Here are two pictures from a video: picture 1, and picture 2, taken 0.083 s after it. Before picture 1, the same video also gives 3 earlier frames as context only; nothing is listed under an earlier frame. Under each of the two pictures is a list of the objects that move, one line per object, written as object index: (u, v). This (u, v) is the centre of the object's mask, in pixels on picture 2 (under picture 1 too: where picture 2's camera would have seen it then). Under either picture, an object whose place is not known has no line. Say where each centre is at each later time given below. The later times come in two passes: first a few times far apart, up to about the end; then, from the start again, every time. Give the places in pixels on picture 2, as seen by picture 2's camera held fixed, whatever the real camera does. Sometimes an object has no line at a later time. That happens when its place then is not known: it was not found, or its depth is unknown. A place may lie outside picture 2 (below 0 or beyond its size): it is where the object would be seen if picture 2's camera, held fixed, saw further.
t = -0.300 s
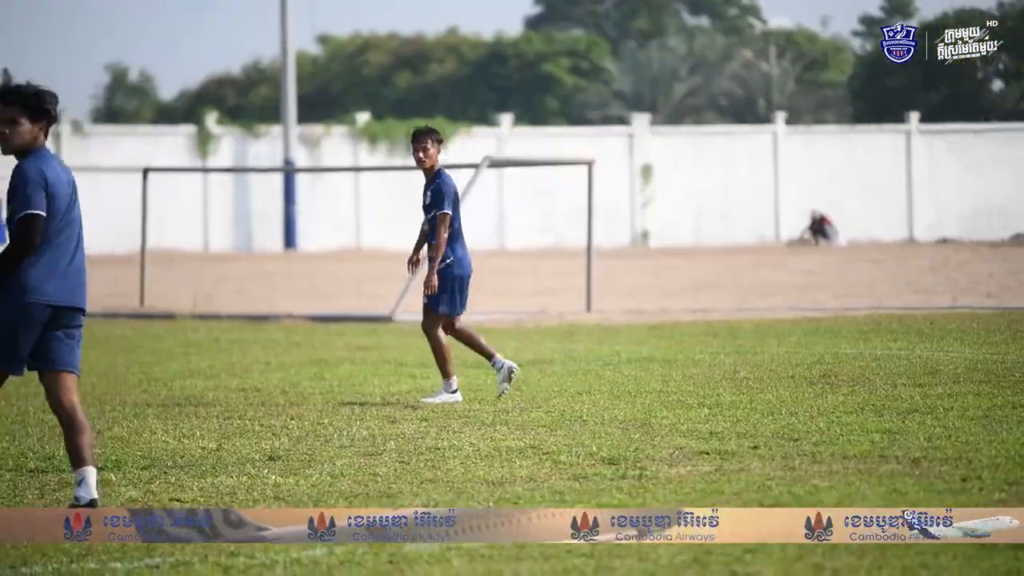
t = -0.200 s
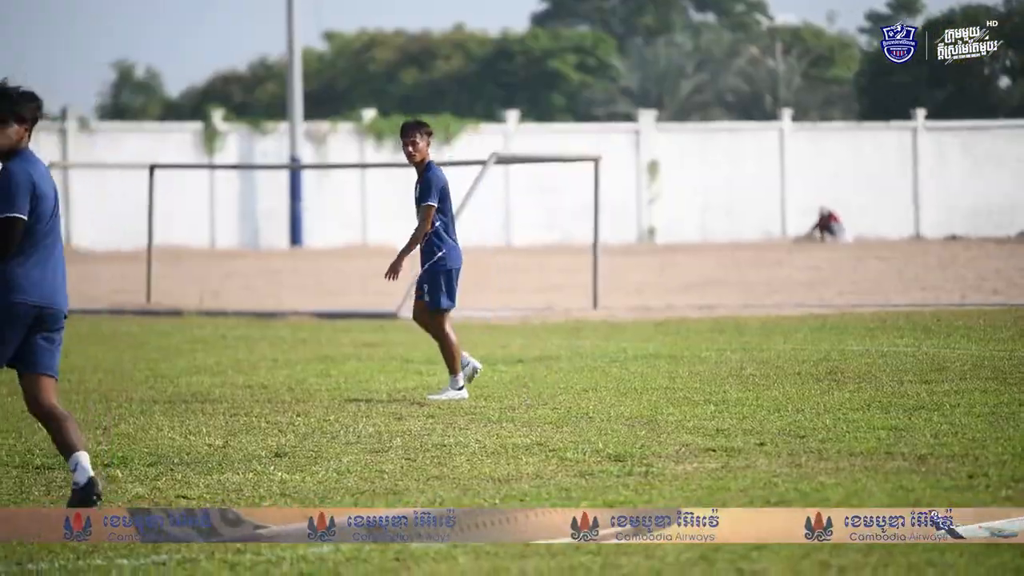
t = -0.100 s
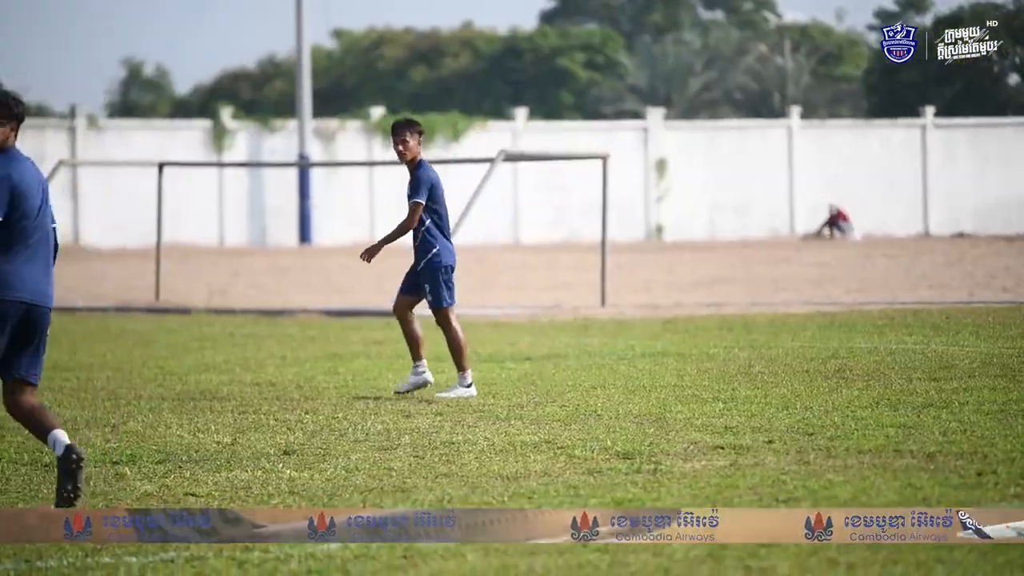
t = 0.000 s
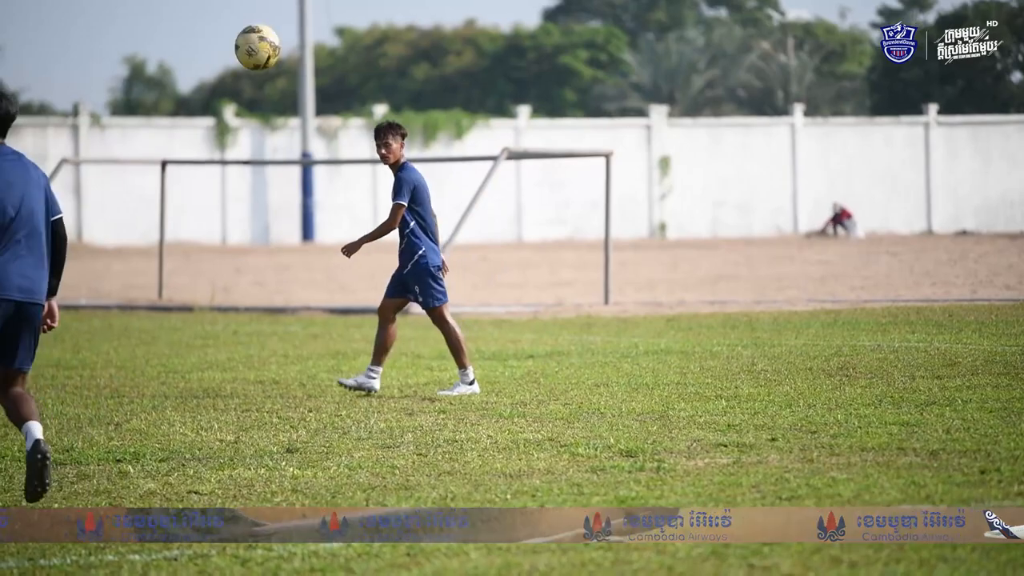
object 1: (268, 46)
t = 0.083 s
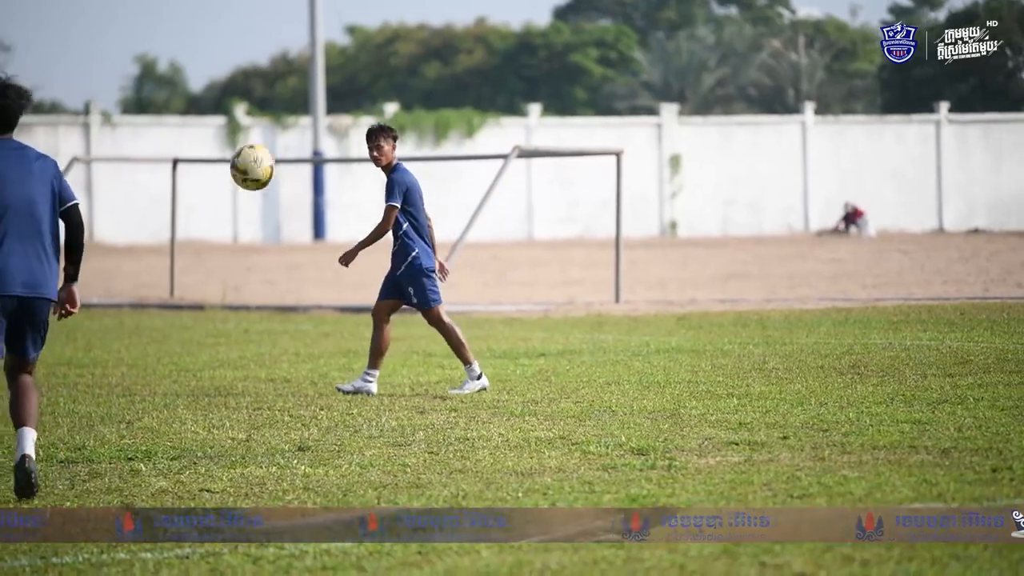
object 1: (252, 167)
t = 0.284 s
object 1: (227, 380)
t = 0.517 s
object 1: (236, 189)
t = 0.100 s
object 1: (249, 193)
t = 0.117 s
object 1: (246, 220)
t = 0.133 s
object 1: (243, 247)
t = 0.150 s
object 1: (240, 275)
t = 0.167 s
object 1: (237, 304)
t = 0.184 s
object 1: (235, 332)
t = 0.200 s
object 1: (231, 362)
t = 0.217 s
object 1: (228, 392)
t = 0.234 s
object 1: (226, 422)
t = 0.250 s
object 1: (225, 416)
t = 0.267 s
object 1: (226, 398)
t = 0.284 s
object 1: (227, 380)
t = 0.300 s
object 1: (227, 364)
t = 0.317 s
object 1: (228, 347)
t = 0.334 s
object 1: (228, 331)
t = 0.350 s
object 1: (229, 317)
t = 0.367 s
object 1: (229, 302)
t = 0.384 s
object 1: (230, 287)
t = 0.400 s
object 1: (230, 273)
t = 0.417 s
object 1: (231, 259)
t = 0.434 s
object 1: (232, 246)
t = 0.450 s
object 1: (233, 234)
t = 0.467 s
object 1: (234, 222)
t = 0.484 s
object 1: (235, 210)
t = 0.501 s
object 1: (236, 199)
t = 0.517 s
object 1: (236, 189)
